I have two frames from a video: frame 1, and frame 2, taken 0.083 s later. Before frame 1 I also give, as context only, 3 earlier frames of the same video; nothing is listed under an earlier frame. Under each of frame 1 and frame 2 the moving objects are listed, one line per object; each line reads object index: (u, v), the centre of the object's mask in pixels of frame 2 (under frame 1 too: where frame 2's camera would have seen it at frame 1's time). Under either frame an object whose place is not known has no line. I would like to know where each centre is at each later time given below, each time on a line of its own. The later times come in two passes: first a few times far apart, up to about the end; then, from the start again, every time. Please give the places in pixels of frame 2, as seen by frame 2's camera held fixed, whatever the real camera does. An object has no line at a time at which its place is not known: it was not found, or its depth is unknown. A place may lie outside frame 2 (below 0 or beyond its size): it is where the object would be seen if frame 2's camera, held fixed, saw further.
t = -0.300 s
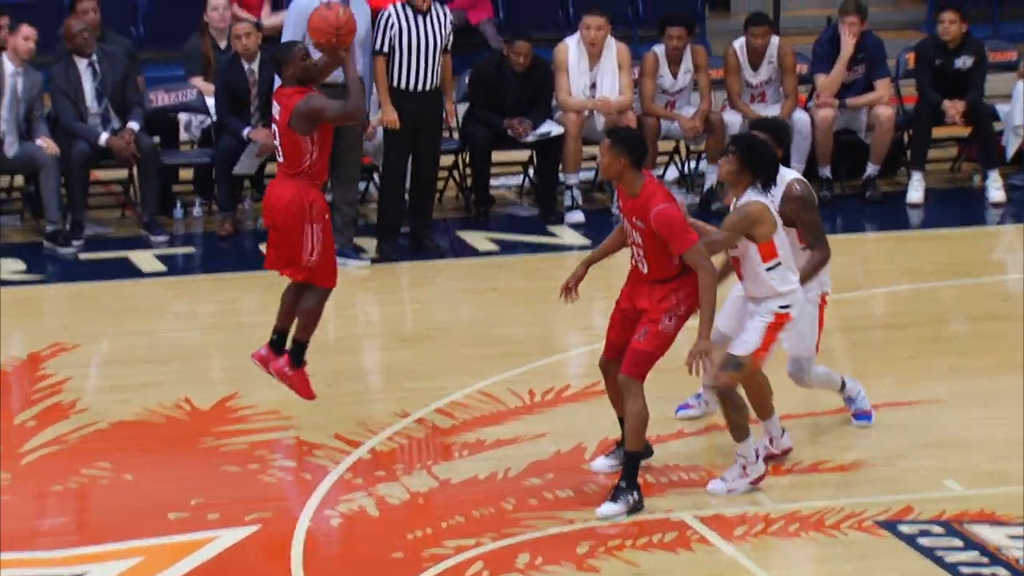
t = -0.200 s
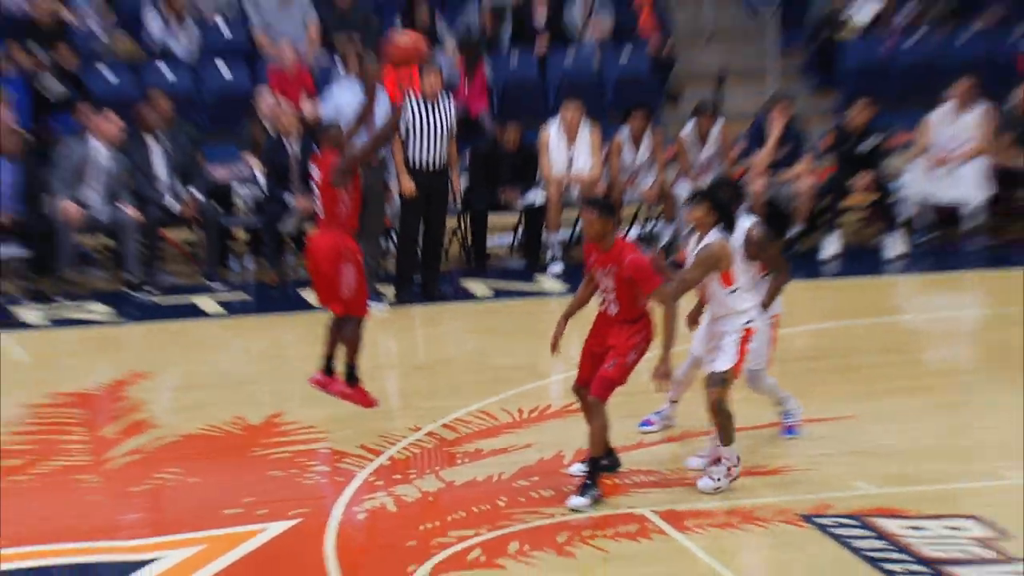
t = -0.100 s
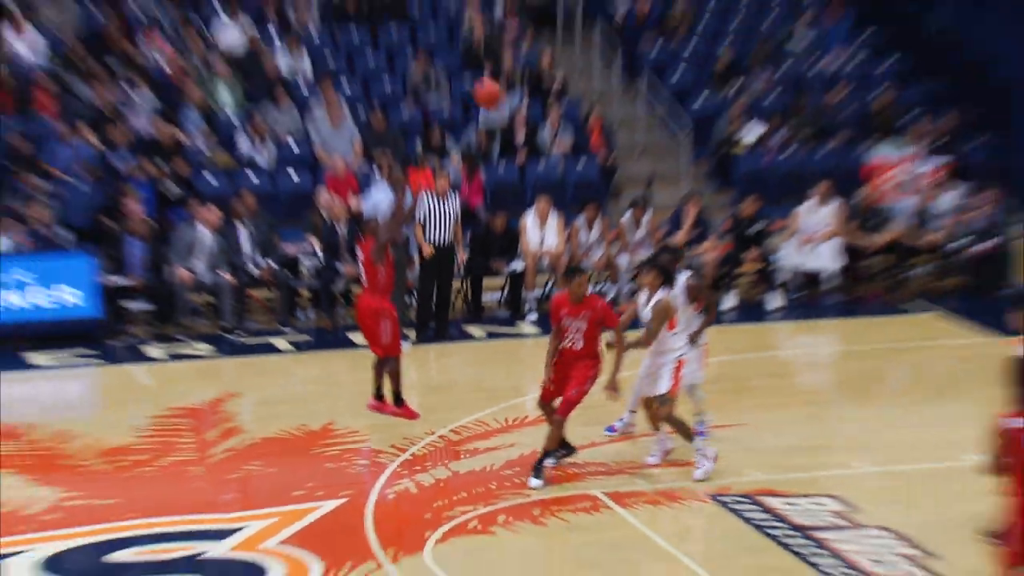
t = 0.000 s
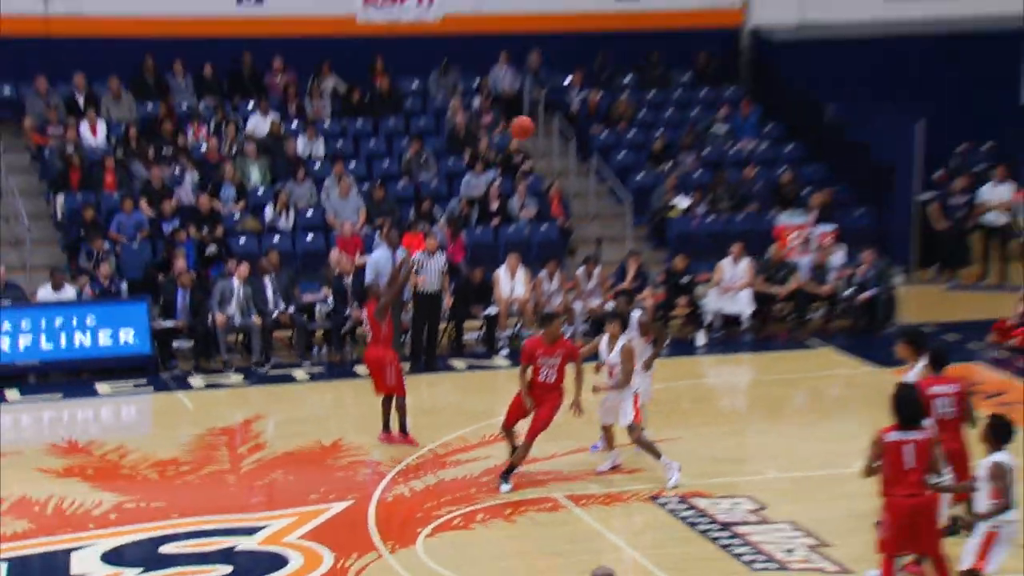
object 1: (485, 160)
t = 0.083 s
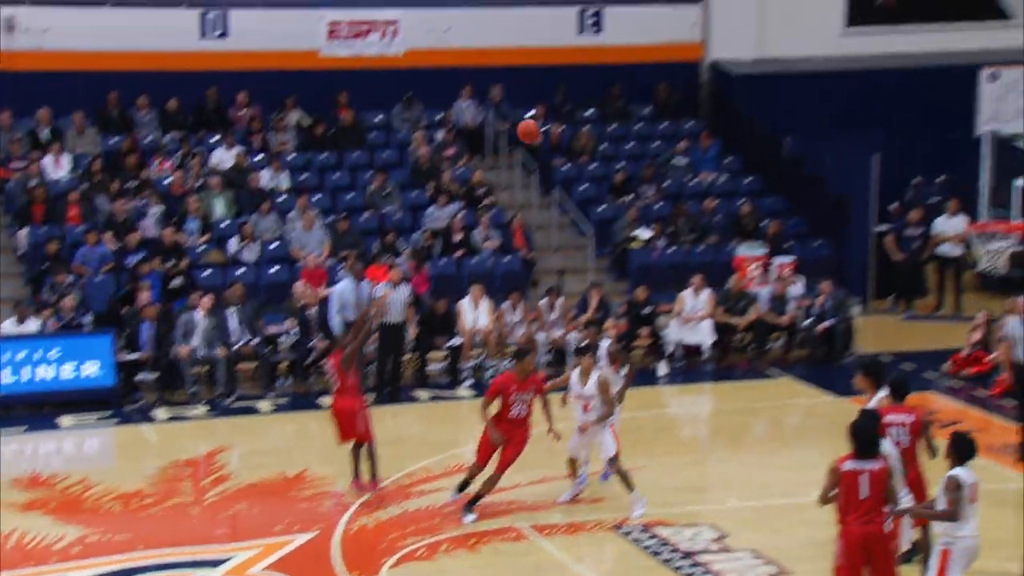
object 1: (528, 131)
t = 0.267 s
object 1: (625, 88)
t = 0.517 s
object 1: (758, 80)
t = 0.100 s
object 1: (537, 126)
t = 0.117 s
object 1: (546, 121)
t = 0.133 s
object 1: (555, 116)
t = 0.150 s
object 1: (564, 112)
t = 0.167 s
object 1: (572, 108)
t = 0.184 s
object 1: (581, 104)
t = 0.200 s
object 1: (590, 100)
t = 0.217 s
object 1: (599, 96)
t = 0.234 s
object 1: (607, 93)
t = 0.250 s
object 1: (616, 90)
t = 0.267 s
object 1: (625, 88)
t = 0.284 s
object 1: (634, 85)
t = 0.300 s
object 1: (643, 83)
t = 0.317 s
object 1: (651, 81)
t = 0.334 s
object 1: (660, 80)
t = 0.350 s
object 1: (669, 79)
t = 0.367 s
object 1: (678, 77)
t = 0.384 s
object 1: (687, 76)
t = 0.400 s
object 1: (695, 75)
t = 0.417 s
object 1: (704, 75)
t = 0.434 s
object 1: (713, 75)
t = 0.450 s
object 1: (722, 76)
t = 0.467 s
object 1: (731, 76)
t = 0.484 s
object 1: (740, 77)
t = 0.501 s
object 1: (749, 78)
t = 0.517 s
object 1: (758, 80)
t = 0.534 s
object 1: (767, 81)
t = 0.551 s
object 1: (776, 83)
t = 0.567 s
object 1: (785, 85)
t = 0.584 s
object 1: (794, 88)
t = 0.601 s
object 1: (803, 90)
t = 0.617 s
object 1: (812, 93)
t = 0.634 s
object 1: (821, 97)
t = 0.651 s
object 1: (830, 100)
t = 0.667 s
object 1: (838, 104)
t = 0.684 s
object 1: (847, 108)
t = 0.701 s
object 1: (857, 113)
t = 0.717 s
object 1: (866, 117)
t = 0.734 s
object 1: (874, 122)
